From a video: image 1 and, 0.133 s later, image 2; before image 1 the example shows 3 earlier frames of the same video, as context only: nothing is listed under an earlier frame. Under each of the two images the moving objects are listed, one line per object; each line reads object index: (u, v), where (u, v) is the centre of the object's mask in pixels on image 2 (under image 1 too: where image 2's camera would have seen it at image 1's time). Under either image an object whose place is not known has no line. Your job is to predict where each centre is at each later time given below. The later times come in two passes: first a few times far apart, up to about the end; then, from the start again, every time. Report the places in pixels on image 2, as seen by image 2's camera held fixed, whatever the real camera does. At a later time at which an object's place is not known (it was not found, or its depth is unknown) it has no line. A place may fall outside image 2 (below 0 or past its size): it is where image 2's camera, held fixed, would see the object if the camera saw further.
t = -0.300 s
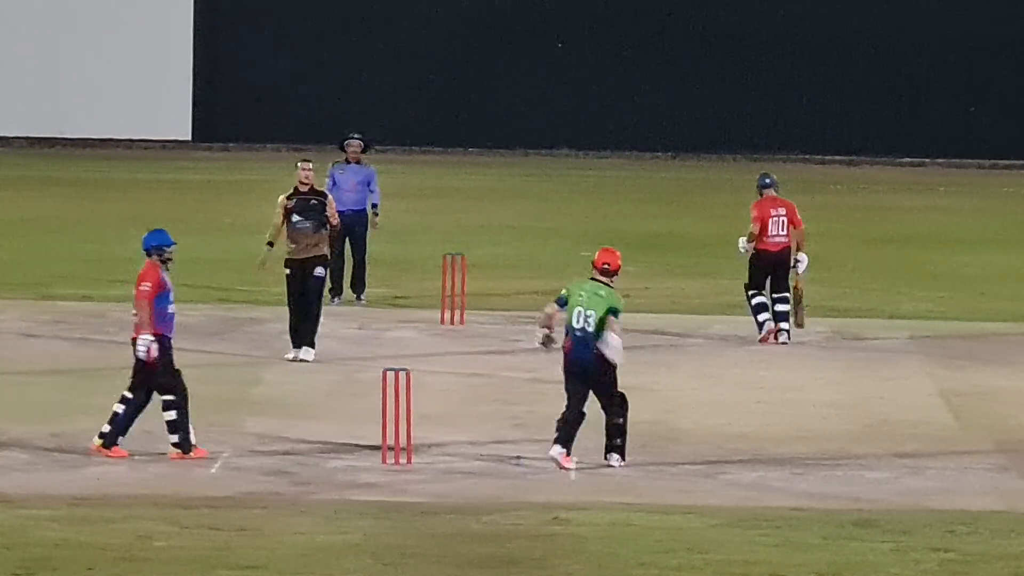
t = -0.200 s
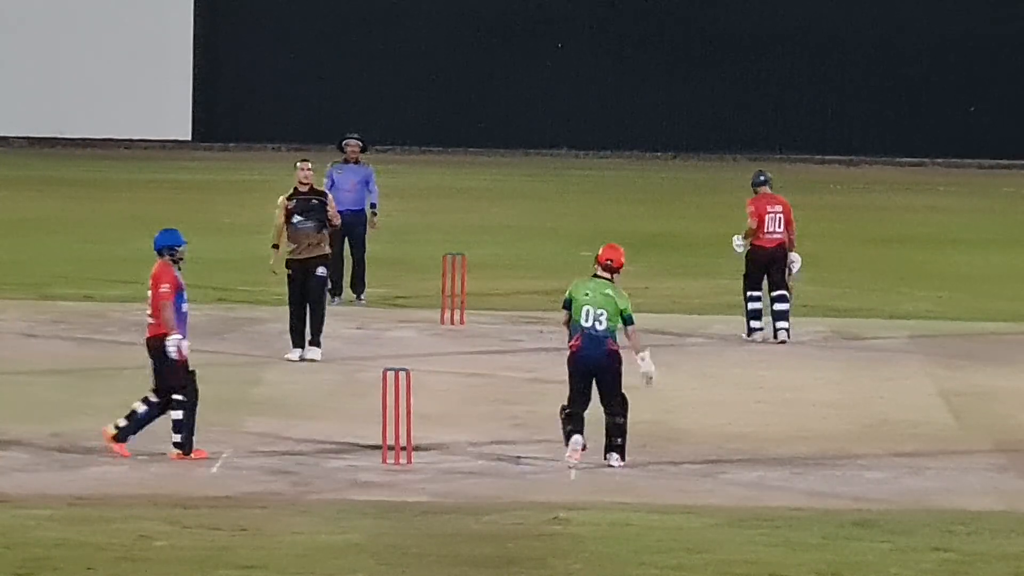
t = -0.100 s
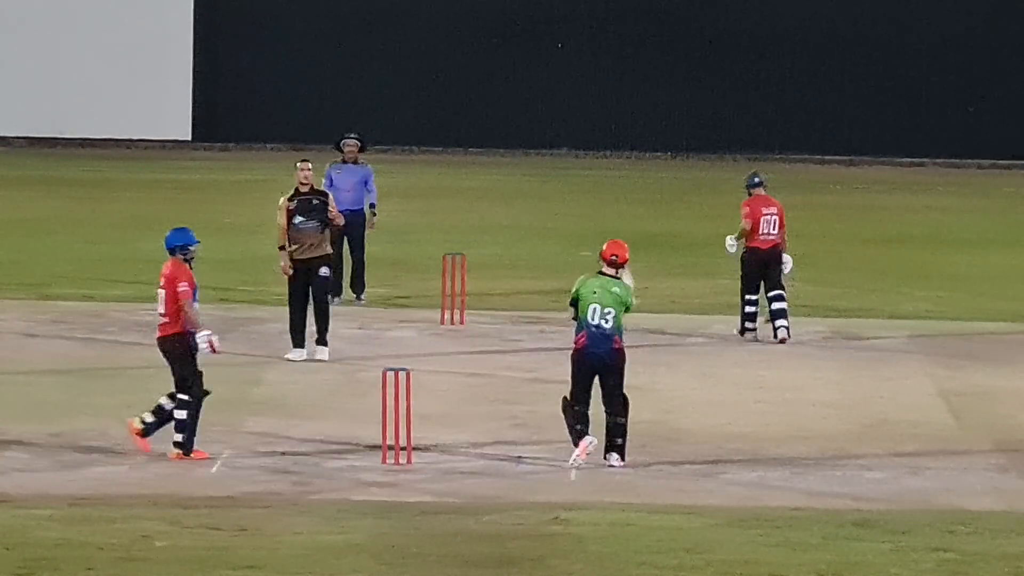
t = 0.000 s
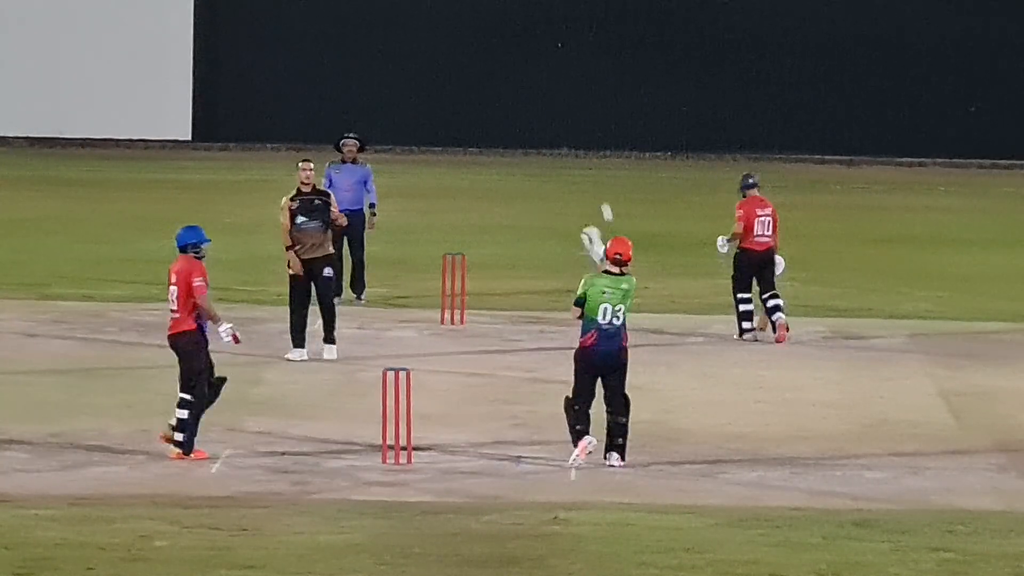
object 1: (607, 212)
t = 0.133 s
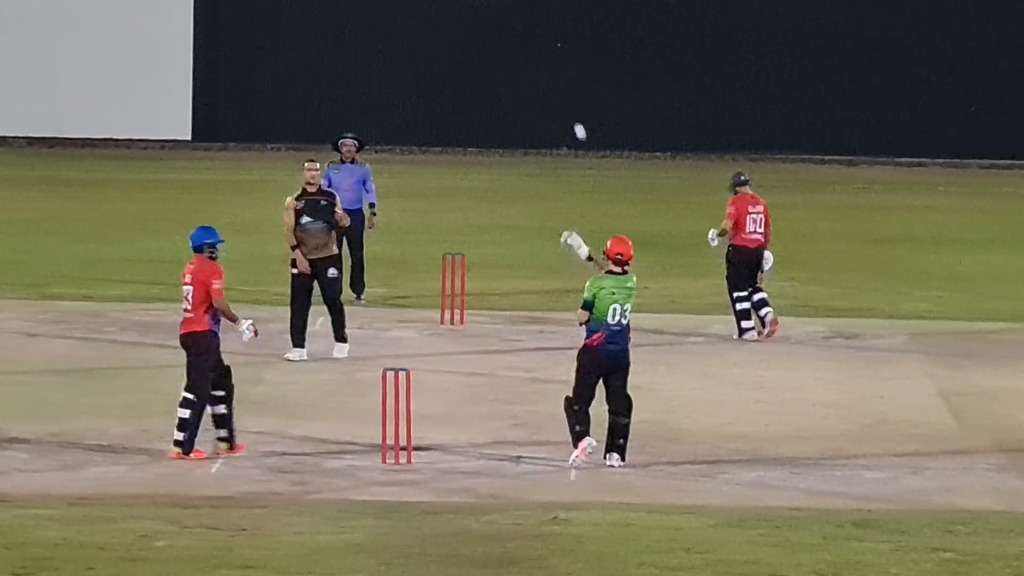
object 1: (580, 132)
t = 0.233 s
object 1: (560, 88)
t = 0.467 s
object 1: (515, 36)
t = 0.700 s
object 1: (472, 51)
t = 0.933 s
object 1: (430, 124)
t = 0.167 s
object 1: (573, 116)
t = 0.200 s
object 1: (566, 101)
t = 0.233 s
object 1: (560, 88)
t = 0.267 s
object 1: (553, 76)
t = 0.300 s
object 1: (547, 66)
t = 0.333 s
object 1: (540, 57)
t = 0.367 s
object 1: (534, 50)
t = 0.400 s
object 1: (528, 44)
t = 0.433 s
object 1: (521, 40)
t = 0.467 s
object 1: (515, 36)
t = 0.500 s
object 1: (509, 34)
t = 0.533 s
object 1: (503, 34)
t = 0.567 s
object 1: (496, 35)
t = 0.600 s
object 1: (490, 37)
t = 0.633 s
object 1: (484, 40)
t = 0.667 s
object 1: (478, 45)
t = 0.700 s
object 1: (472, 51)
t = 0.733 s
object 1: (466, 57)
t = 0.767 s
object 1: (460, 66)
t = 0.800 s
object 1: (454, 75)
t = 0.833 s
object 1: (448, 85)
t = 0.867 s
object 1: (442, 97)
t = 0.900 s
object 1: (436, 110)
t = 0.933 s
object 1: (430, 124)
